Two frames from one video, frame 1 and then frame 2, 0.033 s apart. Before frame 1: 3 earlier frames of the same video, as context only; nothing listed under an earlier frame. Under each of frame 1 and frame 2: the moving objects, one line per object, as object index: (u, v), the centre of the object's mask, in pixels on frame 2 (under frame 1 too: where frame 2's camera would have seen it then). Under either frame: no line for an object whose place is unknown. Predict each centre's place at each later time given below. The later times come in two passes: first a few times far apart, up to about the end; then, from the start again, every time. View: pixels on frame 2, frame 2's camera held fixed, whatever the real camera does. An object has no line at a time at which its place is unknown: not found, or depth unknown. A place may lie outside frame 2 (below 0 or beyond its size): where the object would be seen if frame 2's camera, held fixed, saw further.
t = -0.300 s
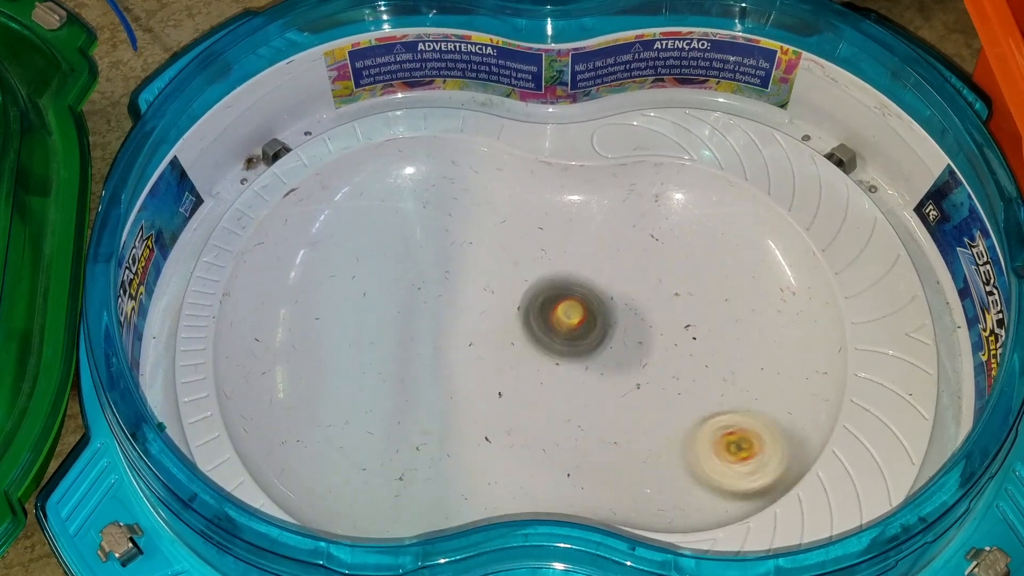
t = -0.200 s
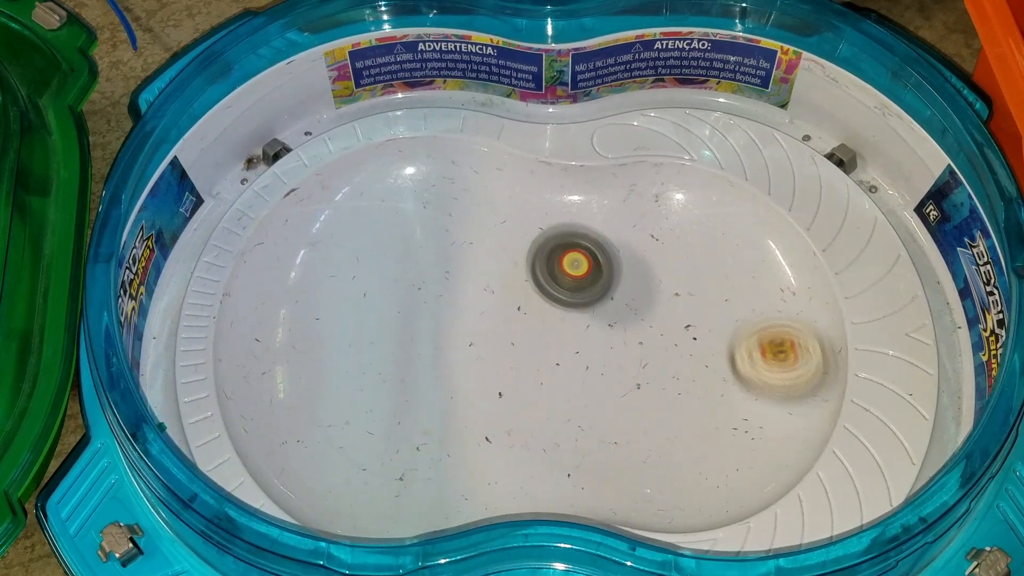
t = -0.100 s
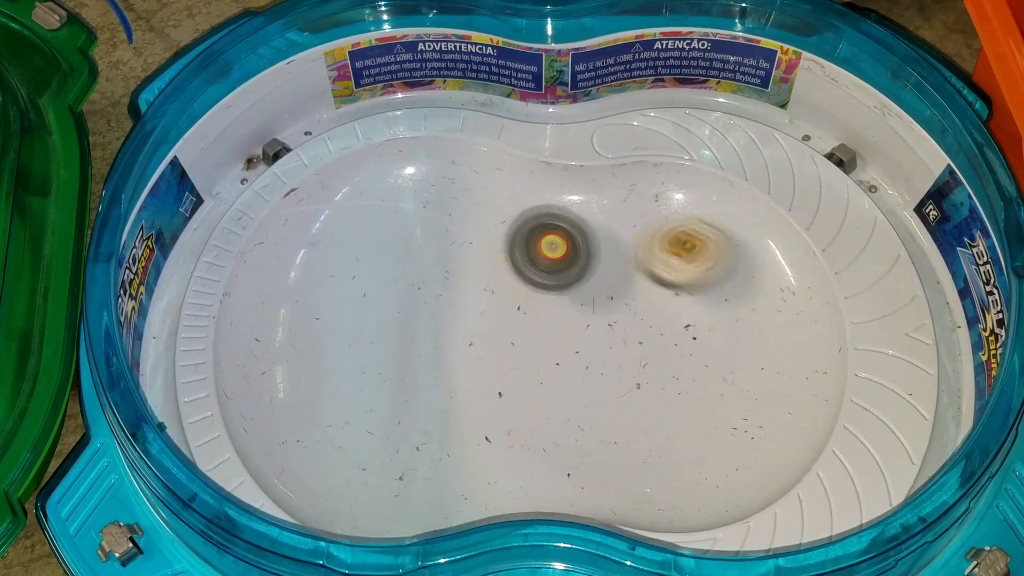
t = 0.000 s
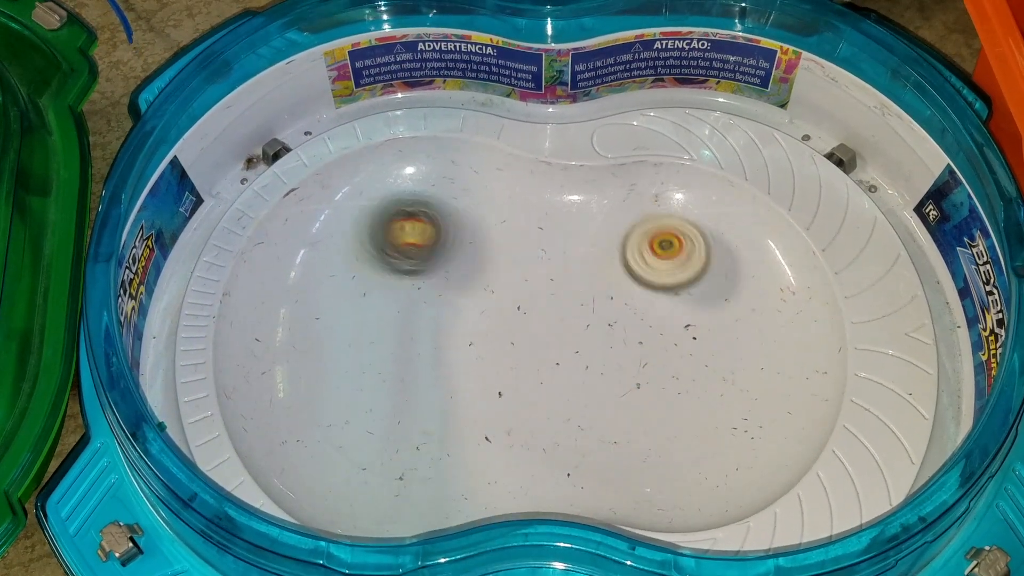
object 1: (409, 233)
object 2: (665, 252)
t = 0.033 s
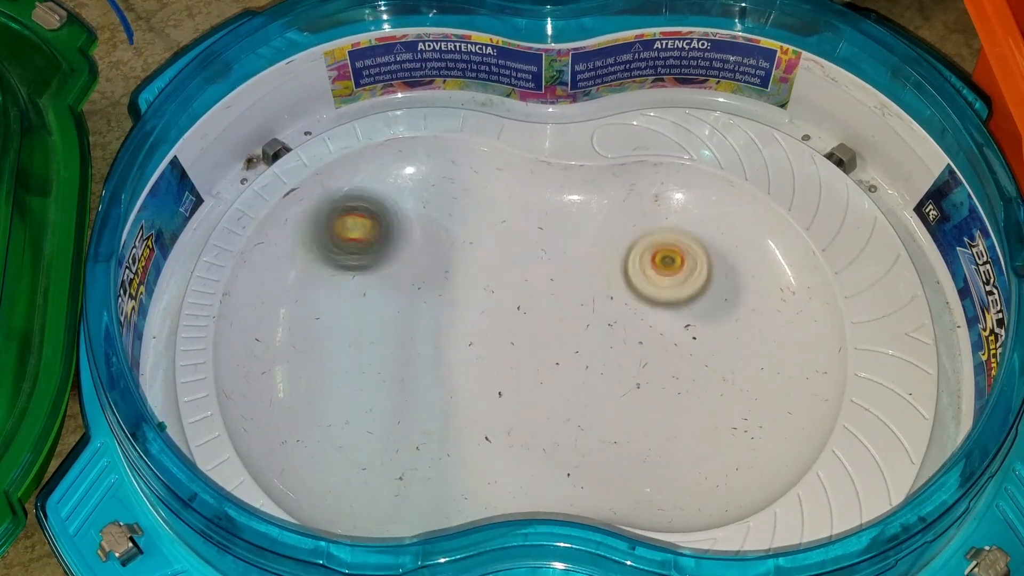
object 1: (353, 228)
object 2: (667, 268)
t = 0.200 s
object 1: (276, 326)
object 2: (585, 355)
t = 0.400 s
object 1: (425, 398)
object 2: (603, 404)
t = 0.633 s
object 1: (523, 359)
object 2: (727, 375)
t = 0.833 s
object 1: (484, 369)
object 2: (709, 264)
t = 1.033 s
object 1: (277, 395)
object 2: (691, 287)
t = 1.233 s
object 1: (401, 354)
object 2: (555, 390)
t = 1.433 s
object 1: (447, 355)
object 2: (654, 446)
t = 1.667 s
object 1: (470, 359)
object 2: (735, 309)
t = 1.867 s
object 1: (482, 366)
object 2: (517, 291)
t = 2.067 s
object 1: (315, 429)
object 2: (408, 376)
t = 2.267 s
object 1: (364, 401)
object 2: (480, 486)
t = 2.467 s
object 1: (450, 360)
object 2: (627, 431)
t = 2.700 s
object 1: (483, 372)
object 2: (677, 399)
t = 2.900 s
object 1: (512, 385)
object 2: (629, 398)
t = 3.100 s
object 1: (496, 375)
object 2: (638, 386)
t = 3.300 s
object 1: (471, 351)
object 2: (590, 349)
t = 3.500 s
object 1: (318, 286)
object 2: (635, 343)
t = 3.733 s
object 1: (314, 304)
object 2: (624, 324)
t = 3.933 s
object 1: (401, 318)
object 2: (580, 314)
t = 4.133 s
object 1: (439, 280)
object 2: (525, 316)
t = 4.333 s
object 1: (442, 267)
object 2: (548, 356)
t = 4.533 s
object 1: (429, 270)
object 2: (599, 373)
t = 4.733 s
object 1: (448, 287)
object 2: (671, 381)
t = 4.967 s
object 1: (496, 354)
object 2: (706, 343)
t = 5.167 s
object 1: (532, 406)
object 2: (663, 317)
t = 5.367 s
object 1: (526, 372)
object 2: (618, 339)
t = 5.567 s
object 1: (506, 345)
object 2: (633, 351)
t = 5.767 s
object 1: (474, 356)
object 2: (656, 361)
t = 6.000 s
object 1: (404, 354)
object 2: (679, 354)
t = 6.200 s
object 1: (382, 348)
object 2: (669, 340)
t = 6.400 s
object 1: (383, 335)
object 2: (644, 345)
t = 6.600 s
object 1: (405, 315)
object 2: (626, 349)
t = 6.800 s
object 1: (435, 308)
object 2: (609, 347)
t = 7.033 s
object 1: (463, 313)
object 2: (573, 344)
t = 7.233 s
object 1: (437, 294)
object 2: (610, 378)
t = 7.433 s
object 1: (422, 302)
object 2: (687, 397)
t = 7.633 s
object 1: (408, 306)
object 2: (718, 353)
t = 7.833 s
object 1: (400, 308)
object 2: (670, 325)
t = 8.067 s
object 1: (399, 311)
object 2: (617, 348)
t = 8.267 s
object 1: (406, 320)
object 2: (590, 357)
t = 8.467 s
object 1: (412, 333)
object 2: (560, 360)
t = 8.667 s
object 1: (412, 345)
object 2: (521, 356)
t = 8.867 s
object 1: (396, 348)
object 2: (503, 355)
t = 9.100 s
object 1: (393, 344)
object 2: (502, 350)
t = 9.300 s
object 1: (389, 338)
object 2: (522, 344)
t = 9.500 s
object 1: (400, 340)
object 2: (561, 347)
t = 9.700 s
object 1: (411, 352)
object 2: (596, 350)
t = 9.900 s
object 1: (412, 360)
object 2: (623, 353)
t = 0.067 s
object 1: (311, 229)
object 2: (660, 285)
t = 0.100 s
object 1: (284, 240)
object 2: (643, 304)
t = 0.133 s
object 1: (272, 264)
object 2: (622, 323)
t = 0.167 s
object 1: (268, 295)
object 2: (602, 341)
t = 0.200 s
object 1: (276, 326)
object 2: (585, 355)
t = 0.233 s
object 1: (295, 353)
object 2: (573, 368)
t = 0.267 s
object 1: (318, 374)
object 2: (567, 379)
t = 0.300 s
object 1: (342, 389)
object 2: (568, 387)
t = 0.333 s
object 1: (372, 398)
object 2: (575, 394)
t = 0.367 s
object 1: (400, 401)
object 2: (588, 399)
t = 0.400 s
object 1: (425, 398)
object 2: (603, 404)
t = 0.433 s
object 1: (446, 393)
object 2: (622, 408)
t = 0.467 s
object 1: (461, 386)
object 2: (643, 411)
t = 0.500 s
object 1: (481, 378)
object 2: (664, 413)
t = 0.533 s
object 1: (493, 373)
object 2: (686, 413)
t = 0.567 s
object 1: (504, 368)
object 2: (706, 407)
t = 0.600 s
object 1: (514, 364)
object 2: (720, 394)
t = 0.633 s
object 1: (523, 359)
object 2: (727, 375)
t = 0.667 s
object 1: (530, 354)
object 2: (724, 353)
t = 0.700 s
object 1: (540, 351)
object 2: (711, 332)
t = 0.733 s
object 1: (552, 347)
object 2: (691, 314)
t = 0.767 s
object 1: (563, 343)
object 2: (667, 302)
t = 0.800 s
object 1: (556, 347)
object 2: (651, 294)
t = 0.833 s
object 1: (484, 369)
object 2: (709, 264)
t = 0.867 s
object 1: (416, 388)
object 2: (744, 238)
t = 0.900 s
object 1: (359, 403)
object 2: (751, 232)
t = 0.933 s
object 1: (310, 407)
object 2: (754, 236)
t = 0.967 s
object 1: (279, 405)
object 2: (754, 249)
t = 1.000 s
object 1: (274, 398)
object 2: (727, 270)
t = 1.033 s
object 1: (277, 395)
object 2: (691, 287)
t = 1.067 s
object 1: (298, 386)
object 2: (657, 302)
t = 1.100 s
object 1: (322, 377)
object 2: (627, 319)
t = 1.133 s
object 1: (344, 369)
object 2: (600, 338)
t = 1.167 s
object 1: (367, 361)
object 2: (579, 356)
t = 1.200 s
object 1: (385, 357)
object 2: (563, 374)
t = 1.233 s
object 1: (401, 354)
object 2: (555, 390)
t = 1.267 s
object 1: (415, 353)
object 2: (554, 404)
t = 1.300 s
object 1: (424, 354)
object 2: (561, 415)
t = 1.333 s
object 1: (431, 354)
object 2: (576, 423)
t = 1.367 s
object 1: (436, 354)
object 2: (597, 431)
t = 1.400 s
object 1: (442, 355)
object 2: (624, 438)
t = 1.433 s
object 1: (447, 355)
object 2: (654, 446)
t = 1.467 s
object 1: (452, 355)
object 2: (688, 450)
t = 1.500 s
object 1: (455, 355)
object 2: (722, 446)
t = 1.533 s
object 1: (459, 356)
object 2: (749, 428)
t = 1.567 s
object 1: (463, 358)
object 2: (765, 402)
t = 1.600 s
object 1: (465, 357)
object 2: (768, 371)
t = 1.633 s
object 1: (467, 358)
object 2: (758, 337)
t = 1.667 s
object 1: (470, 359)
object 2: (735, 309)
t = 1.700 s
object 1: (472, 360)
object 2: (704, 288)
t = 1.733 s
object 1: (476, 361)
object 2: (669, 274)
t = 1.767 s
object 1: (478, 363)
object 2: (633, 270)
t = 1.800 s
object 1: (480, 364)
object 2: (596, 273)
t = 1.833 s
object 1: (482, 365)
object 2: (556, 281)
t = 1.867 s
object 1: (482, 366)
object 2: (517, 291)
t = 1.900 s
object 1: (463, 369)
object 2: (490, 298)
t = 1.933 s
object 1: (443, 377)
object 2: (463, 308)
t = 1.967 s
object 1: (411, 396)
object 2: (440, 325)
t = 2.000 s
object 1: (367, 420)
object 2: (426, 338)
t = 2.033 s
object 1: (324, 450)
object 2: (416, 355)
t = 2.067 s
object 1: (315, 429)
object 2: (408, 376)
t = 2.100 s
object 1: (313, 409)
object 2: (405, 399)
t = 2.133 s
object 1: (314, 399)
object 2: (406, 425)
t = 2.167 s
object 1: (320, 398)
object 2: (416, 450)
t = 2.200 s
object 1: (329, 406)
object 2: (433, 470)
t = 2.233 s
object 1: (342, 420)
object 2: (455, 484)
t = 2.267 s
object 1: (364, 401)
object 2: (480, 486)
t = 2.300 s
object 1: (388, 390)
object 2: (506, 478)
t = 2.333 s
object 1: (409, 379)
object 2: (530, 471)
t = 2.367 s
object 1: (424, 370)
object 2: (554, 459)
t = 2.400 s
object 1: (437, 364)
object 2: (578, 450)
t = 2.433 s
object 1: (444, 361)
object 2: (603, 440)
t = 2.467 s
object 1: (450, 360)
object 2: (627, 431)
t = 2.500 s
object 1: (456, 361)
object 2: (648, 424)
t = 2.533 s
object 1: (462, 363)
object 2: (667, 418)
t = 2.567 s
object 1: (466, 365)
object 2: (681, 414)
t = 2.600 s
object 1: (468, 368)
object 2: (688, 410)
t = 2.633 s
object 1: (473, 370)
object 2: (688, 406)
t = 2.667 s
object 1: (478, 370)
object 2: (684, 401)
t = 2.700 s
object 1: (483, 372)
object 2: (677, 399)
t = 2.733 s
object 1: (489, 374)
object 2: (668, 398)
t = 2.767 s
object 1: (493, 378)
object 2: (660, 398)
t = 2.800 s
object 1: (496, 381)
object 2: (652, 398)
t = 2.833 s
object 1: (500, 383)
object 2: (644, 398)
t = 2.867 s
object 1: (505, 384)
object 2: (636, 399)
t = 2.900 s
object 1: (512, 385)
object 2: (629, 398)
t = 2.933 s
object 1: (518, 385)
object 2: (623, 396)
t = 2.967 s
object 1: (517, 385)
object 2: (625, 395)
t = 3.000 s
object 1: (510, 381)
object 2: (635, 394)
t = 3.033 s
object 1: (506, 379)
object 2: (640, 392)
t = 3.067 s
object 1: (501, 377)
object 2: (641, 389)
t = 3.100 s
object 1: (496, 375)
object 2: (638, 386)
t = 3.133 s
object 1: (492, 372)
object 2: (634, 381)
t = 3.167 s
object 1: (487, 369)
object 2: (628, 375)
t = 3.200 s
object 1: (484, 365)
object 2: (621, 369)
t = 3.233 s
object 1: (480, 360)
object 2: (613, 362)
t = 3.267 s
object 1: (475, 356)
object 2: (602, 355)
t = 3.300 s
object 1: (471, 351)
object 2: (590, 349)
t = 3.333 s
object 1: (466, 346)
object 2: (577, 343)
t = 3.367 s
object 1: (462, 341)
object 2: (561, 337)
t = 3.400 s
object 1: (427, 329)
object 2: (580, 338)
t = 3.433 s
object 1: (384, 313)
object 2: (606, 342)
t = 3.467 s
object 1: (349, 297)
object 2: (624, 344)
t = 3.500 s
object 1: (318, 286)
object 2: (635, 343)
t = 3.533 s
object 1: (296, 282)
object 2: (639, 342)
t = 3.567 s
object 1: (280, 282)
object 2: (639, 340)
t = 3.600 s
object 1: (275, 284)
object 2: (638, 337)
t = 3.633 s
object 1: (277, 287)
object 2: (636, 333)
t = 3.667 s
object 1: (287, 292)
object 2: (634, 330)
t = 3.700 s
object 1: (299, 297)
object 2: (630, 327)
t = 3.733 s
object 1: (314, 304)
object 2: (624, 324)
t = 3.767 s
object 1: (331, 309)
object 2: (618, 321)
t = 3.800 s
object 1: (349, 315)
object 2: (611, 319)
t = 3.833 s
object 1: (365, 319)
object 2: (605, 317)
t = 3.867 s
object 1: (380, 321)
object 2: (597, 316)
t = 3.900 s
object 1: (392, 321)
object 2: (589, 315)
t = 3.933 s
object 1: (401, 318)
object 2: (580, 314)
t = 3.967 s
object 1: (408, 312)
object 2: (571, 313)
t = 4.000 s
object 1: (415, 305)
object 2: (562, 313)
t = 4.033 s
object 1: (421, 298)
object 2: (552, 313)
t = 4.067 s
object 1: (428, 292)
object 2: (543, 314)
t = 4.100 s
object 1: (434, 286)
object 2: (534, 315)
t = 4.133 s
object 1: (439, 280)
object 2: (525, 316)
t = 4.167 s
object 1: (438, 273)
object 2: (526, 325)
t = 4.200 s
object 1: (440, 268)
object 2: (527, 335)
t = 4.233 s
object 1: (442, 266)
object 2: (529, 342)
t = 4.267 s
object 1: (444, 266)
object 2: (533, 348)
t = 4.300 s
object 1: (444, 267)
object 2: (541, 352)
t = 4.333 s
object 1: (442, 267)
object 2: (548, 356)
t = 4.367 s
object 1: (440, 269)
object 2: (553, 361)
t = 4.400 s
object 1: (436, 269)
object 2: (560, 364)
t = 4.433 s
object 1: (431, 268)
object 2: (568, 367)
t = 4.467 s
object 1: (428, 268)
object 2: (578, 370)
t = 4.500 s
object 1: (428, 269)
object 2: (587, 371)
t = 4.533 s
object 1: (429, 270)
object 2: (599, 373)
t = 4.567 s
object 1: (432, 272)
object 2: (610, 375)
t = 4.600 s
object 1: (435, 274)
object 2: (622, 376)
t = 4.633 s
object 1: (438, 276)
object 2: (634, 378)
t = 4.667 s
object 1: (440, 278)
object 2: (646, 379)
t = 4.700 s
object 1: (444, 281)
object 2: (658, 380)
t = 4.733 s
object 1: (448, 287)
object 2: (671, 381)
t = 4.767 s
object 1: (453, 292)
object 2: (681, 381)
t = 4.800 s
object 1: (458, 299)
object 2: (691, 377)
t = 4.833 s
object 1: (465, 309)
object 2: (698, 372)
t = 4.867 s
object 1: (472, 320)
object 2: (704, 364)
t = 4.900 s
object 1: (480, 330)
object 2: (706, 356)
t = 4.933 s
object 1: (488, 343)
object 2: (708, 349)
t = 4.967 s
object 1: (496, 354)
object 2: (706, 343)
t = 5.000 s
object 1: (503, 366)
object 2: (703, 337)
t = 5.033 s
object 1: (511, 377)
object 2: (697, 330)
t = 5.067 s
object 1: (518, 388)
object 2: (690, 323)
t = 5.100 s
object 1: (524, 396)
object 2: (681, 318)
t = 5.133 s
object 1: (529, 402)
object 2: (672, 316)
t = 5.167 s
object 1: (532, 406)
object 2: (663, 317)
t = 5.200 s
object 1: (533, 407)
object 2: (654, 319)
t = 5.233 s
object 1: (533, 405)
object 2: (645, 323)
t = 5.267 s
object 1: (531, 401)
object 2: (637, 328)
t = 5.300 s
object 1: (528, 393)
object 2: (630, 332)
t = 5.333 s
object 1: (526, 384)
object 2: (624, 335)
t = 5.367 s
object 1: (526, 372)
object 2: (618, 339)
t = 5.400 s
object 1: (525, 360)
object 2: (616, 342)
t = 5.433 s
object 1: (517, 351)
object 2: (624, 344)
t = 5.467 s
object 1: (512, 346)
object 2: (626, 346)
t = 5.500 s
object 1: (509, 344)
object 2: (629, 348)
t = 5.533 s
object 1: (507, 344)
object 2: (631, 349)
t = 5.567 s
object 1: (506, 345)
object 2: (633, 351)
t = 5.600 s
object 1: (502, 347)
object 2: (636, 352)
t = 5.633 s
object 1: (498, 349)
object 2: (639, 353)
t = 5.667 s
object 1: (492, 351)
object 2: (643, 355)
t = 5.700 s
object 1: (486, 353)
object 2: (647, 357)
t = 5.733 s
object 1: (480, 355)
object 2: (651, 360)
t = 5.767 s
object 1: (474, 356)
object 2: (656, 361)
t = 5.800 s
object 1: (466, 356)
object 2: (660, 362)
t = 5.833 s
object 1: (458, 357)
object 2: (664, 362)
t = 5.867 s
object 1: (446, 357)
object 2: (669, 362)
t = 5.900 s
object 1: (435, 357)
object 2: (672, 361)
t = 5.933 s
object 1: (425, 356)
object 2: (674, 359)
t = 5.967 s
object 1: (414, 355)
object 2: (677, 356)
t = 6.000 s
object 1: (404, 354)
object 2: (679, 354)
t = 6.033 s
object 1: (395, 353)
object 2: (680, 351)
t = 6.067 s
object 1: (389, 352)
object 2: (679, 348)
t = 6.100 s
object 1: (385, 352)
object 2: (677, 345)
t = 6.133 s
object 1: (383, 350)
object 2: (675, 343)
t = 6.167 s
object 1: (382, 349)
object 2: (672, 341)
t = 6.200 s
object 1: (382, 348)
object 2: (669, 340)
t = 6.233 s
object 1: (382, 347)
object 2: (665, 339)
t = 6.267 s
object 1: (382, 345)
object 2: (660, 340)
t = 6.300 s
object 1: (382, 343)
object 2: (656, 341)
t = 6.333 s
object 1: (381, 340)
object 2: (651, 342)
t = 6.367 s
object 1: (381, 337)
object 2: (648, 343)
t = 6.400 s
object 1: (383, 335)
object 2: (644, 345)
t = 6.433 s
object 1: (386, 331)
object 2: (641, 347)
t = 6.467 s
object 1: (388, 327)
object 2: (638, 349)
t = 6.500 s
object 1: (391, 324)
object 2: (635, 349)
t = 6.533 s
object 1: (396, 322)
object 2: (632, 349)
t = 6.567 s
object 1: (401, 319)
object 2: (629, 349)
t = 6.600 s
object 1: (405, 315)
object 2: (626, 349)
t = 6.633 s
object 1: (410, 313)
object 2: (623, 349)
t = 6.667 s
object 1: (416, 313)
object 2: (620, 350)
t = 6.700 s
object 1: (422, 311)
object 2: (618, 350)
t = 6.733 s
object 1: (427, 309)
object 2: (615, 349)
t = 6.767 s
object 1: (431, 308)
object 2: (613, 348)
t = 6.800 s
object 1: (435, 308)
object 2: (609, 347)
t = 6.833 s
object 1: (440, 309)
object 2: (604, 346)
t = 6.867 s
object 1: (444, 309)
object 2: (600, 346)
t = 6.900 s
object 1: (447, 308)
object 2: (595, 345)
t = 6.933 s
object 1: (452, 310)
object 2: (590, 345)
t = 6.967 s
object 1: (456, 312)
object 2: (584, 345)
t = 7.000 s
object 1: (460, 313)
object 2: (579, 345)
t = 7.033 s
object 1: (463, 313)
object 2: (573, 344)
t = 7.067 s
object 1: (467, 317)
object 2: (568, 344)
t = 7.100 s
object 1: (471, 320)
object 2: (564, 344)
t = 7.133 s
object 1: (472, 319)
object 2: (564, 345)
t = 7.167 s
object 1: (454, 306)
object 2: (581, 359)
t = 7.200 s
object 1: (444, 299)
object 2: (596, 370)
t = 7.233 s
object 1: (437, 294)
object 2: (610, 378)
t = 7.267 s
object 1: (433, 294)
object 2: (622, 382)
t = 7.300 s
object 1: (432, 297)
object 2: (635, 386)
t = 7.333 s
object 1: (429, 298)
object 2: (647, 390)
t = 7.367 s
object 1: (426, 299)
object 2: (660, 394)
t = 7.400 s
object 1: (423, 301)
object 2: (674, 396)
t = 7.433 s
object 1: (422, 302)
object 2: (687, 397)
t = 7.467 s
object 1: (419, 303)
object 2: (698, 393)
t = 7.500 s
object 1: (416, 304)
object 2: (709, 387)
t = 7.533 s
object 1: (415, 304)
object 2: (716, 380)
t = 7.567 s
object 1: (412, 305)
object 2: (719, 371)
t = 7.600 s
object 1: (409, 306)
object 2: (720, 361)
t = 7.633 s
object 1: (408, 306)
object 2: (718, 353)
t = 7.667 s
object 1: (405, 307)
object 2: (714, 344)
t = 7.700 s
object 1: (403, 308)
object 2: (708, 337)
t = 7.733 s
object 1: (403, 308)
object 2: (700, 332)
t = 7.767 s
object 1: (401, 308)
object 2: (691, 328)
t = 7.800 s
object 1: (400, 309)
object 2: (680, 325)
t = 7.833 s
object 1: (400, 308)
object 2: (670, 325)
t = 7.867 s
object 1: (399, 308)
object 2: (661, 327)
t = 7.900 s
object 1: (397, 309)
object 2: (652, 331)
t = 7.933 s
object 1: (398, 309)
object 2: (643, 335)
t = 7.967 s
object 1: (398, 309)
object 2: (636, 339)
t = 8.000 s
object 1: (397, 311)
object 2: (630, 342)
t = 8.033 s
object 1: (399, 311)
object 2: (624, 345)
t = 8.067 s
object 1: (399, 311)
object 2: (617, 348)
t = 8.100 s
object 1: (400, 313)
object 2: (613, 350)
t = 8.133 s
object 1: (403, 314)
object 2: (608, 351)
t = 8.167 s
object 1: (403, 314)
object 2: (603, 353)
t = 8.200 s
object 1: (404, 318)
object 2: (598, 355)
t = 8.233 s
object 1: (406, 319)
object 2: (594, 356)
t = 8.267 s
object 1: (406, 320)
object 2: (590, 357)
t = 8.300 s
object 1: (407, 323)
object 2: (585, 358)
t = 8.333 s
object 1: (410, 325)
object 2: (580, 359)
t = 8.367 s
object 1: (410, 326)
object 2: (576, 360)
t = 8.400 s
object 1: (410, 329)
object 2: (570, 360)
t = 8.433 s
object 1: (413, 330)
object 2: (565, 360)
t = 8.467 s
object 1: (412, 333)
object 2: (560, 360)
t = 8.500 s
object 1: (412, 336)
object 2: (554, 360)
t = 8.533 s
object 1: (414, 337)
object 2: (548, 359)
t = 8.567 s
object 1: (413, 339)
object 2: (542, 358)
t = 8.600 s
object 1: (412, 342)
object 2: (534, 358)
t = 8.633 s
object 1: (414, 343)
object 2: (528, 357)
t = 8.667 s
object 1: (412, 345)
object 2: (521, 356)
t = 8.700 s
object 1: (412, 348)
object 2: (513, 355)
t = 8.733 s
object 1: (411, 348)
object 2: (506, 355)
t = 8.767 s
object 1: (403, 348)
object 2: (507, 355)
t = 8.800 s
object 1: (402, 348)
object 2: (504, 356)
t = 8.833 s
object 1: (402, 348)
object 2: (502, 355)
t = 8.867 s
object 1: (396, 348)
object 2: (503, 355)
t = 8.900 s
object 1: (396, 347)
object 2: (503, 355)
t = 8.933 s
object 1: (396, 348)
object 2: (503, 354)
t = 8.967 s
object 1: (395, 348)
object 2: (503, 353)
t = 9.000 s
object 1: (394, 347)
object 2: (502, 353)
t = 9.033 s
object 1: (393, 346)
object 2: (502, 352)
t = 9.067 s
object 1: (394, 346)
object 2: (502, 351)
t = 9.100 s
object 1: (393, 344)
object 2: (502, 350)
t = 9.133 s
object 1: (394, 344)
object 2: (503, 348)
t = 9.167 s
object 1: (397, 343)
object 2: (504, 346)
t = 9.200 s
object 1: (397, 343)
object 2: (504, 345)
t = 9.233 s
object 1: (400, 343)
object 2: (503, 343)
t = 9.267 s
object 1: (394, 340)
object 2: (510, 344)
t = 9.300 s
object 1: (389, 338)
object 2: (522, 344)
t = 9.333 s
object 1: (391, 335)
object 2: (530, 344)
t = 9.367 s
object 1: (393, 338)
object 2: (537, 345)
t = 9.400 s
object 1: (395, 339)
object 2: (543, 345)
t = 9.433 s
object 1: (395, 338)
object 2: (549, 346)
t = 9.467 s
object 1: (399, 340)
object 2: (554, 347)
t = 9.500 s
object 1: (400, 340)
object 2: (561, 347)
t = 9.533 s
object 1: (402, 343)
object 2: (567, 347)
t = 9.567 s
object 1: (404, 343)
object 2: (573, 348)
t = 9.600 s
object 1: (405, 346)
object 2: (579, 348)
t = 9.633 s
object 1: (409, 348)
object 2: (585, 349)
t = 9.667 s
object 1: (408, 350)
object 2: (591, 350)
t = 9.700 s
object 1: (411, 352)
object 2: (596, 350)
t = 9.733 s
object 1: (411, 353)
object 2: (600, 351)
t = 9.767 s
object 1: (412, 355)
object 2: (605, 352)
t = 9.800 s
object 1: (412, 356)
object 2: (610, 352)
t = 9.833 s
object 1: (412, 358)
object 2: (614, 352)
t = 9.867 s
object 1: (413, 357)
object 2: (618, 352)
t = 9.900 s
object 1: (412, 360)
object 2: (623, 353)
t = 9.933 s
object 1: (413, 360)
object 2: (627, 354)
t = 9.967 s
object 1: (412, 361)
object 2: (631, 354)
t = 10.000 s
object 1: (414, 361)
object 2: (635, 355)
